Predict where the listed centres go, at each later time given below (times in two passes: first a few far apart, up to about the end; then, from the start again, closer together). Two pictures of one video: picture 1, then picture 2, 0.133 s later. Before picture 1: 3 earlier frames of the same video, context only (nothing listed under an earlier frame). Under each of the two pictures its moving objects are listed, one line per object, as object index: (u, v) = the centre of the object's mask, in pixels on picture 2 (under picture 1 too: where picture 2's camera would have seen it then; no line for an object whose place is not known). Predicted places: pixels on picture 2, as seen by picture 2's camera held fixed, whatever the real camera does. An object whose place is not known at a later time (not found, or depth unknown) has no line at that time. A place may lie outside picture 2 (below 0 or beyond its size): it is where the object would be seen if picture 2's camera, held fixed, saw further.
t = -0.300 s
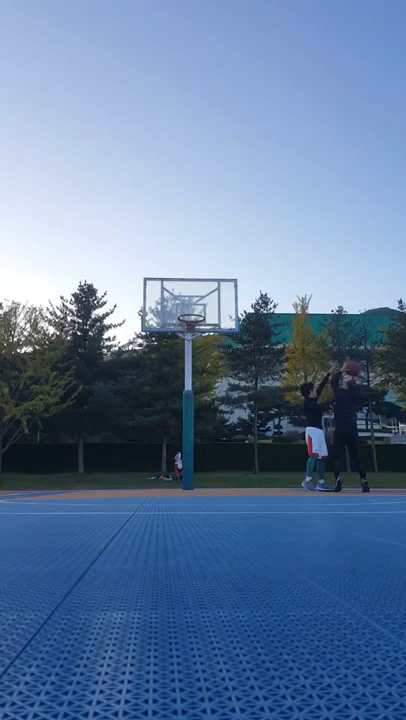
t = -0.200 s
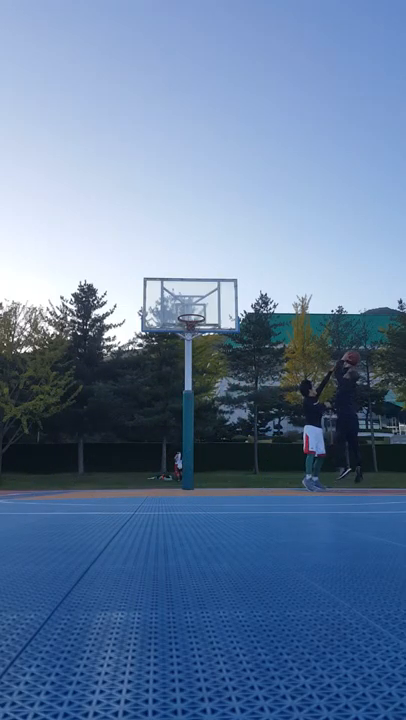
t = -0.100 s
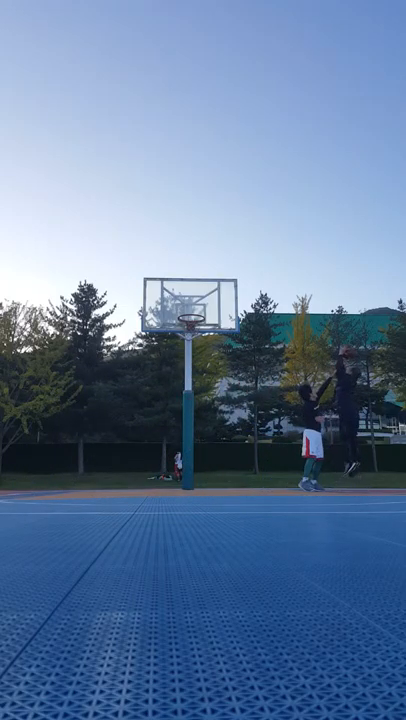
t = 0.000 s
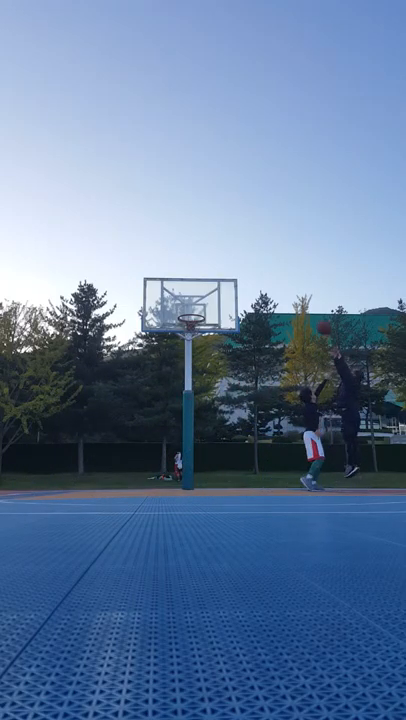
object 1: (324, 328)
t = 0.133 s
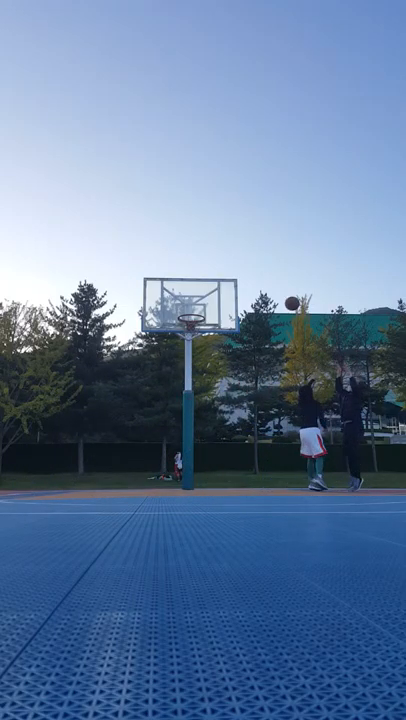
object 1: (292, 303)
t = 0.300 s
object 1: (255, 289)
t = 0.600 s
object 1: (196, 302)
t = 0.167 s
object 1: (284, 299)
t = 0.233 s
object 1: (269, 293)
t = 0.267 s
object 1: (262, 291)
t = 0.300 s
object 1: (255, 289)
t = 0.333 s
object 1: (248, 288)
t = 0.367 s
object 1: (242, 288)
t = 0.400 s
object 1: (235, 289)
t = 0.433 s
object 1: (228, 289)
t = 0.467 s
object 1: (222, 291)
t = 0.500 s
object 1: (215, 293)
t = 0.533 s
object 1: (209, 295)
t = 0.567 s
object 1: (203, 298)
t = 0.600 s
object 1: (196, 302)
